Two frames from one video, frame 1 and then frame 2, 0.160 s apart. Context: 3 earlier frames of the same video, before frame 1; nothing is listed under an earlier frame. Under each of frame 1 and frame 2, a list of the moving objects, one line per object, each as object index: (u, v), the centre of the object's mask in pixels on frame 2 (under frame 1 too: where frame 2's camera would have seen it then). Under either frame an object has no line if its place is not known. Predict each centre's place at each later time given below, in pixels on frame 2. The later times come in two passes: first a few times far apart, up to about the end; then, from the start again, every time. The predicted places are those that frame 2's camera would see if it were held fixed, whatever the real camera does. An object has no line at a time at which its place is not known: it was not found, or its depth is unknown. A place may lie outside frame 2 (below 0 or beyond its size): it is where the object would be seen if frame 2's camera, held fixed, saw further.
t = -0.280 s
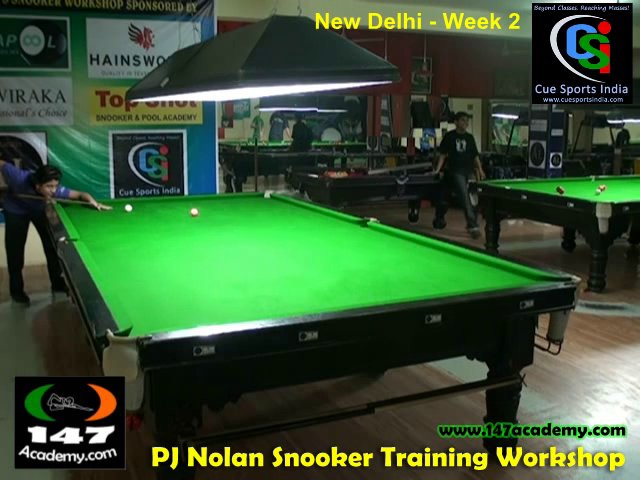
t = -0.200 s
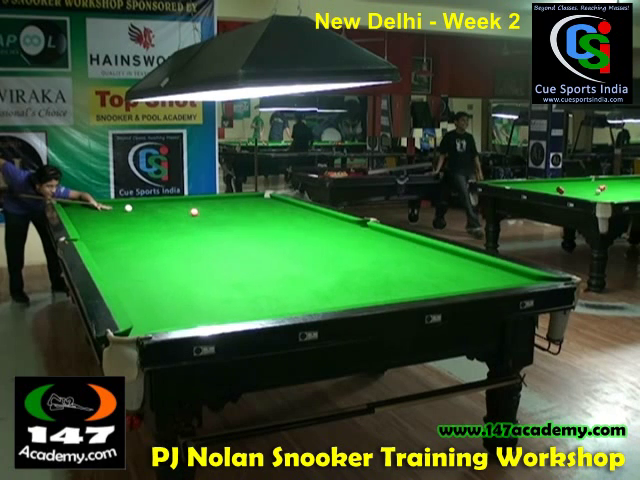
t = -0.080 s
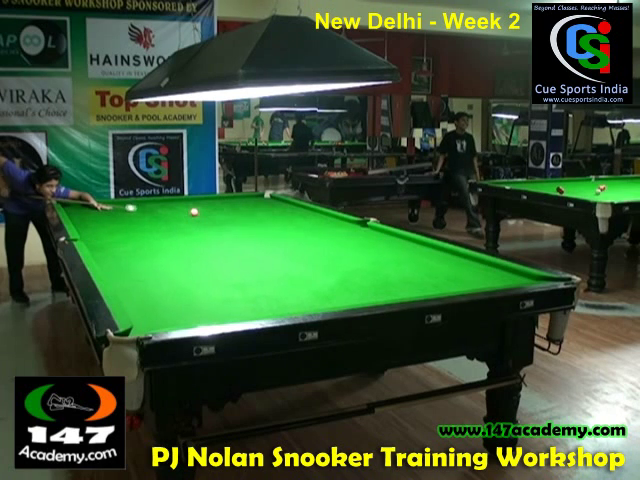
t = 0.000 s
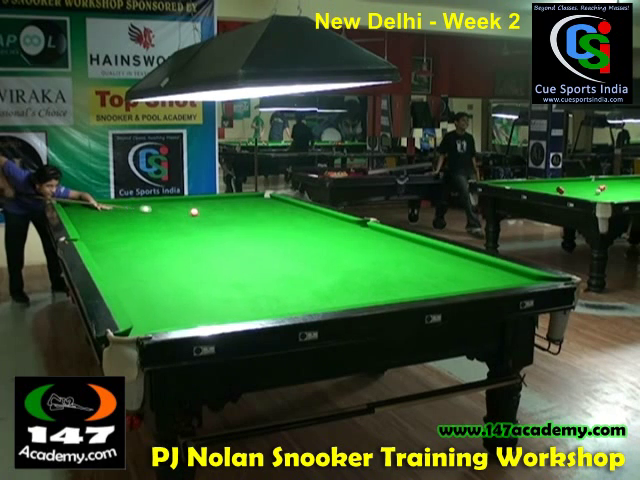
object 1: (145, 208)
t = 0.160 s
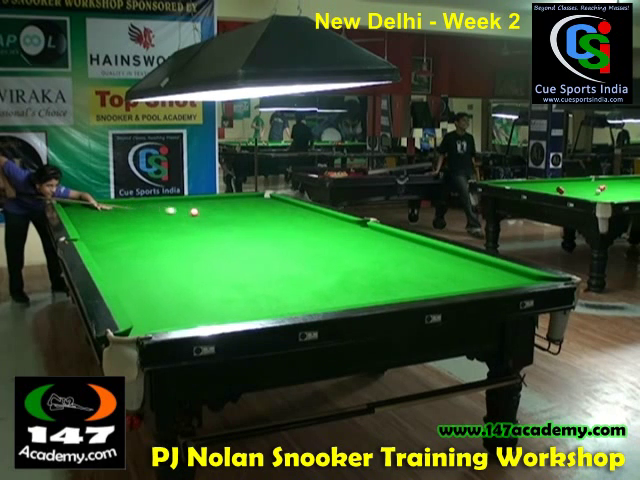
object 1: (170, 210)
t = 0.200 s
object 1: (177, 211)
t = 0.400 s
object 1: (191, 211)
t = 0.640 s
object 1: (200, 212)
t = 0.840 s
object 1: (207, 212)
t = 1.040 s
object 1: (215, 213)
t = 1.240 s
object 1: (221, 213)
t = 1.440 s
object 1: (228, 213)
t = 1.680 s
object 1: (235, 214)
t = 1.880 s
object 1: (241, 214)
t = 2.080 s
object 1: (245, 215)
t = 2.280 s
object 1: (250, 215)
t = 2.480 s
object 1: (255, 215)
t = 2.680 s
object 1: (259, 215)
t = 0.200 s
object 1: (177, 211)
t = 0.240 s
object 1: (182, 211)
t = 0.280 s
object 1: (187, 211)
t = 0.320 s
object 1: (188, 211)
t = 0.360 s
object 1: (189, 211)
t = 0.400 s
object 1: (191, 211)
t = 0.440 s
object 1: (192, 212)
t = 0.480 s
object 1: (194, 212)
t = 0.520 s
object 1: (195, 212)
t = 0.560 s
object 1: (197, 212)
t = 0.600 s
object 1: (198, 212)
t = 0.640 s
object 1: (200, 212)
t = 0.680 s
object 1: (201, 212)
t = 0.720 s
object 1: (203, 212)
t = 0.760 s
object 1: (204, 212)
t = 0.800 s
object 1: (206, 212)
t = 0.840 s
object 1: (207, 212)
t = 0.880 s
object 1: (209, 212)
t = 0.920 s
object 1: (210, 213)
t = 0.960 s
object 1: (212, 213)
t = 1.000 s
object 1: (213, 213)
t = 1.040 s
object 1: (215, 213)
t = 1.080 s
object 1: (216, 213)
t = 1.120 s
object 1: (217, 213)
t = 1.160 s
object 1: (219, 213)
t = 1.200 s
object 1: (220, 213)
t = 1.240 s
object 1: (221, 213)
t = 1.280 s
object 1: (223, 213)
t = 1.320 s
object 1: (224, 213)
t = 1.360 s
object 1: (225, 213)
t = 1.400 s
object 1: (226, 214)
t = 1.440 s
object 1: (228, 213)
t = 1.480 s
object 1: (229, 214)
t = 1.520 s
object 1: (230, 214)
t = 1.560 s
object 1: (231, 214)
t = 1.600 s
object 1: (232, 214)
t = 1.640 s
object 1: (234, 214)
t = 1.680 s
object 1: (235, 214)
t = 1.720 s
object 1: (236, 214)
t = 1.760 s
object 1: (237, 214)
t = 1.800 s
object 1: (238, 214)
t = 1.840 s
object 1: (239, 214)
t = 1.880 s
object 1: (241, 214)
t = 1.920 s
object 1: (242, 214)
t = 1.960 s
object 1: (243, 214)
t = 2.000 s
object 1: (244, 215)
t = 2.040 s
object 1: (245, 215)
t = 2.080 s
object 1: (245, 215)
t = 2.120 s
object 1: (247, 215)
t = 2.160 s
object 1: (248, 215)
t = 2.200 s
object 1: (249, 215)
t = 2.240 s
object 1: (250, 215)
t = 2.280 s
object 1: (250, 215)
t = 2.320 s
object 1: (251, 215)
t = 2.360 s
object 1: (252, 215)
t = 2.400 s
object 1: (253, 215)
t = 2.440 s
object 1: (254, 215)
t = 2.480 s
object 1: (255, 215)
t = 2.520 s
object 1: (256, 215)
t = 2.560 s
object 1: (256, 215)
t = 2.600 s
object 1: (257, 215)
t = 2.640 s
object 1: (258, 215)
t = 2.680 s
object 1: (259, 215)
